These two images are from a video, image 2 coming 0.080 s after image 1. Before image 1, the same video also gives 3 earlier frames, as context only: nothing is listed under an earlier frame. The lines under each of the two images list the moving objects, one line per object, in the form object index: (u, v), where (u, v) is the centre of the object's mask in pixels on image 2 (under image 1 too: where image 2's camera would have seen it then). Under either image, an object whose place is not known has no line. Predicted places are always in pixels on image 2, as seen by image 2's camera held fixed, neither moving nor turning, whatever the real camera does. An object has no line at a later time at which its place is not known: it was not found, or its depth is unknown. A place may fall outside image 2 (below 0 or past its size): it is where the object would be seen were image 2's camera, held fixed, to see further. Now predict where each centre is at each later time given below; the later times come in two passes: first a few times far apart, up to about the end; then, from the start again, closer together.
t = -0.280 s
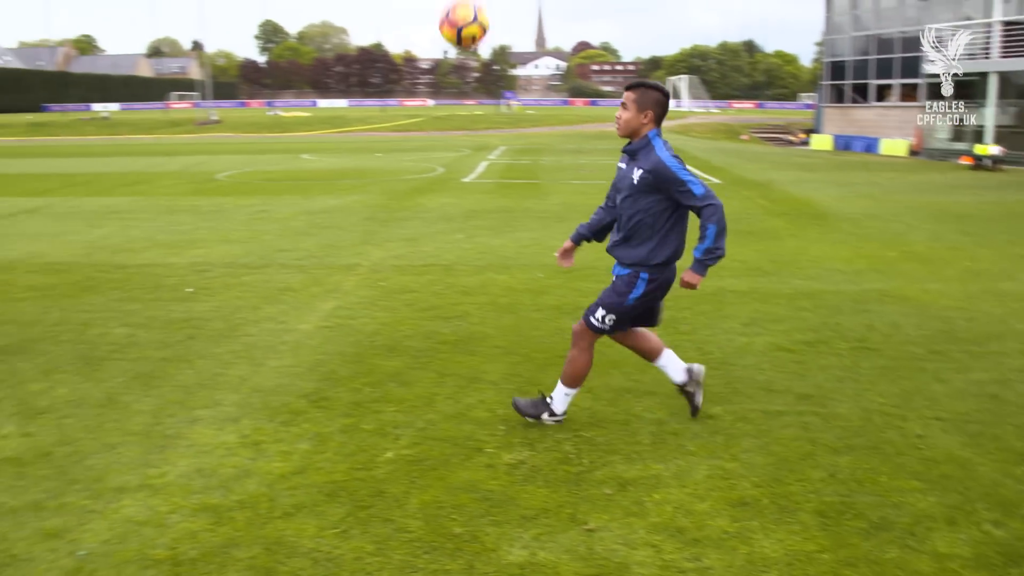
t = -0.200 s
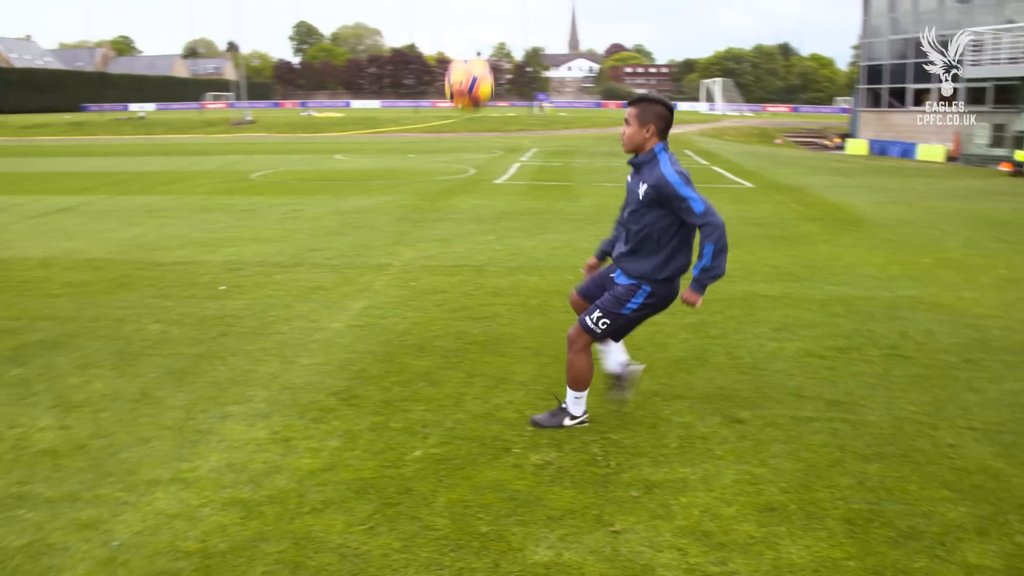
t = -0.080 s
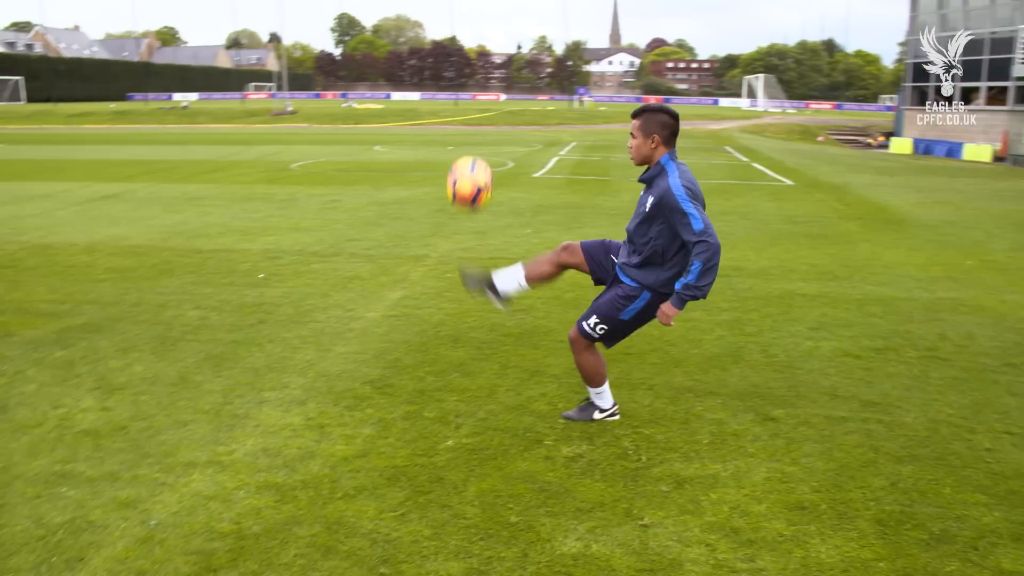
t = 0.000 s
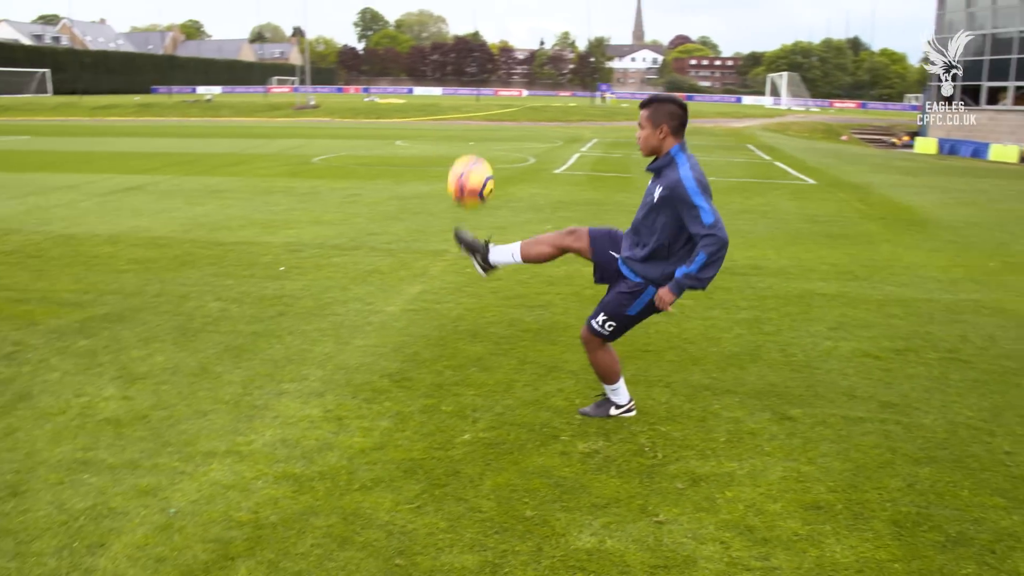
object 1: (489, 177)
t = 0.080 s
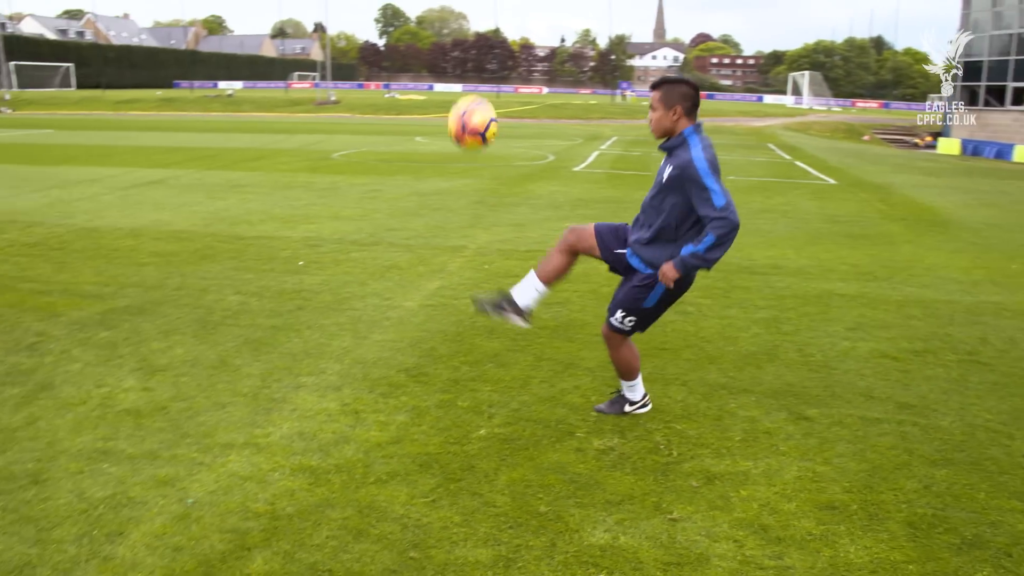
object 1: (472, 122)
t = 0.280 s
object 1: (424, 29)
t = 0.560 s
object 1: (331, 41)
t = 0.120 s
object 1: (464, 97)
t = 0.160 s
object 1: (454, 75)
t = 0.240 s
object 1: (434, 37)
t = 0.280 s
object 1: (424, 29)
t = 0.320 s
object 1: (413, 24)
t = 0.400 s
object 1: (388, 20)
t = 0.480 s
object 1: (362, 24)
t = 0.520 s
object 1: (347, 30)
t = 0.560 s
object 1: (331, 41)
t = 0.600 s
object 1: (314, 62)
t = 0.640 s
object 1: (297, 95)
